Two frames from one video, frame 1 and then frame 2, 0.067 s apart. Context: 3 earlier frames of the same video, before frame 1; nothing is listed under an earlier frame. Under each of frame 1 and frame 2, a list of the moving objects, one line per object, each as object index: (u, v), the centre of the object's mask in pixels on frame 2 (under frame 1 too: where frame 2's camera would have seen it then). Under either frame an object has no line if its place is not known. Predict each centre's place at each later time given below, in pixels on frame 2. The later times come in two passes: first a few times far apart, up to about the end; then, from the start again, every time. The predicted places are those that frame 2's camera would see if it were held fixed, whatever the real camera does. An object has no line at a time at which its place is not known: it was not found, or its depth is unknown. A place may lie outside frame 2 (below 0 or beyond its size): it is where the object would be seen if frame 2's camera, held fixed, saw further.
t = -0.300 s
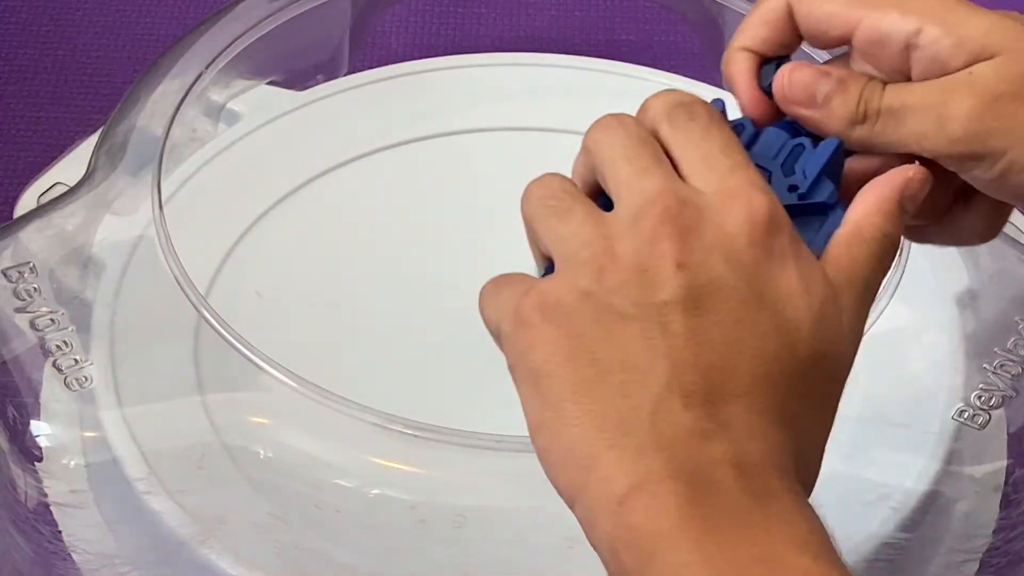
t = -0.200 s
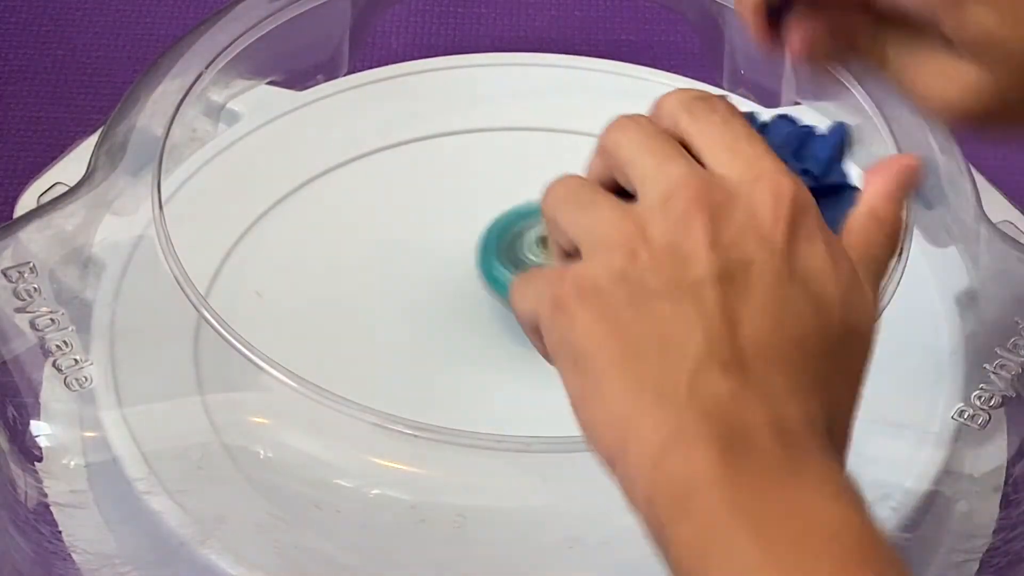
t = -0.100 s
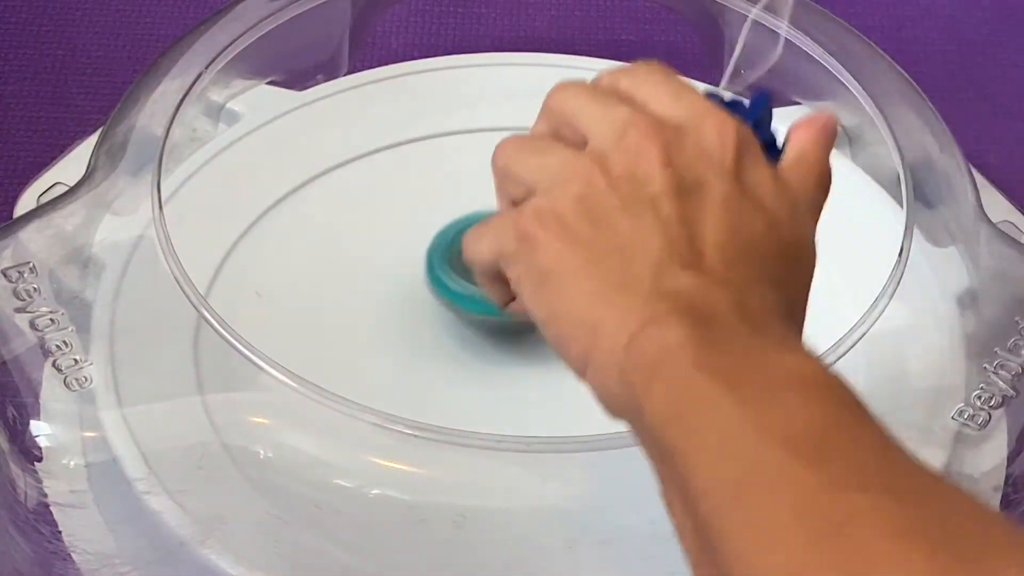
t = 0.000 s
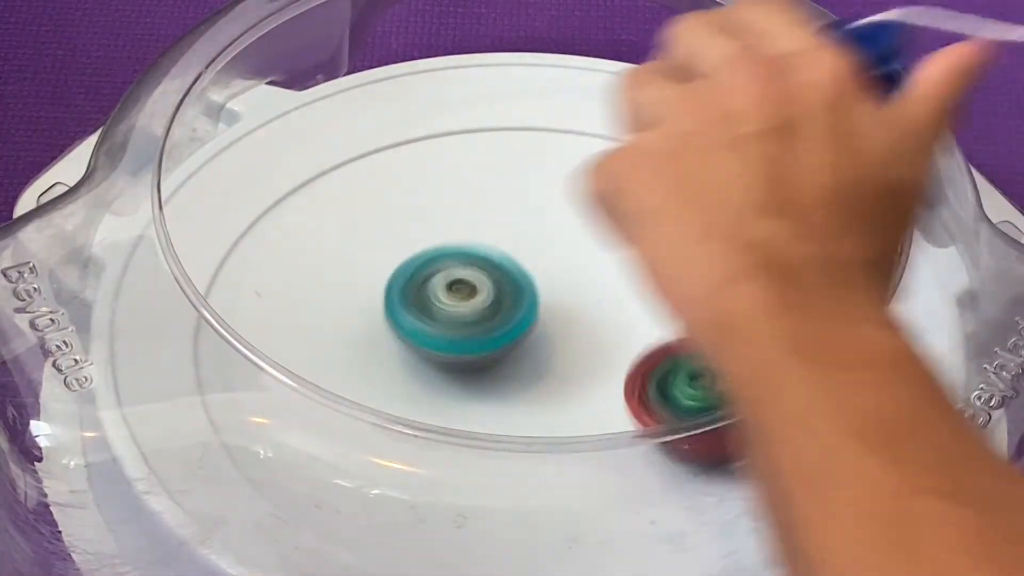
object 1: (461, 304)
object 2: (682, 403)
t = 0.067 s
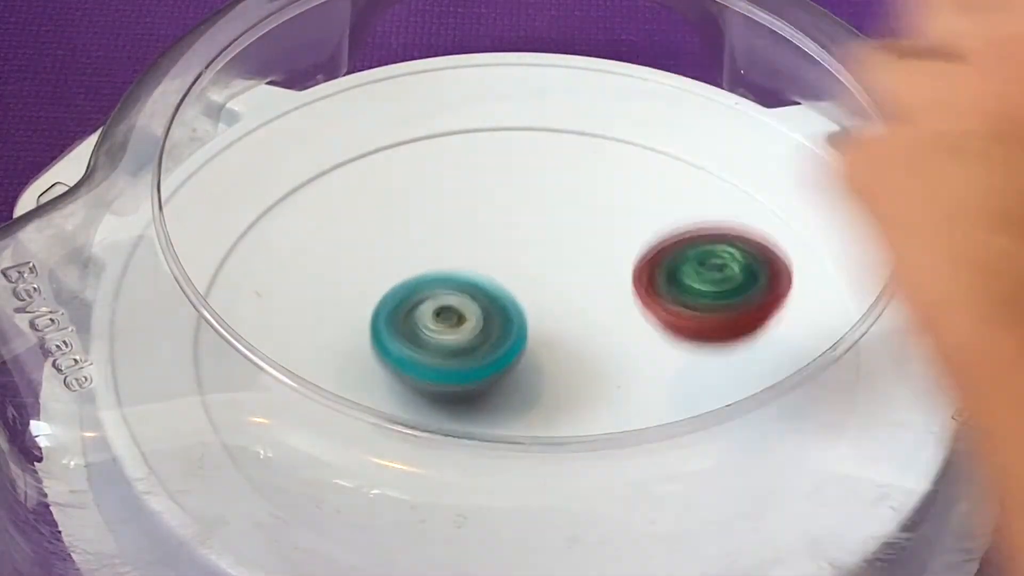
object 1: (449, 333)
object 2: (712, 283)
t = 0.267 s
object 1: (503, 391)
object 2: (631, 187)
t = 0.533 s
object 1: (601, 326)
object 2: (330, 205)
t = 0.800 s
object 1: (508, 280)
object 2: (309, 445)
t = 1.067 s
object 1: (467, 369)
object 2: (759, 466)
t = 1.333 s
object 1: (601, 369)
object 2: (694, 128)
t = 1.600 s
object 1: (550, 271)
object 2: (212, 262)
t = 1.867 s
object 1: (416, 317)
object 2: (703, 499)
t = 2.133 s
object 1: (568, 375)
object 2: (736, 145)
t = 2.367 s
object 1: (621, 281)
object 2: (229, 219)
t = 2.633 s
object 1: (454, 269)
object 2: (723, 488)
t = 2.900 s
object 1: (498, 387)
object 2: (713, 175)
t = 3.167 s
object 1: (663, 342)
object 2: (253, 185)
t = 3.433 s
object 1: (528, 255)
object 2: (442, 517)
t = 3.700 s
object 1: (458, 370)
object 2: (842, 323)
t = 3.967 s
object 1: (658, 373)
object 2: (504, 90)
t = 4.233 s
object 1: (557, 257)
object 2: (214, 388)
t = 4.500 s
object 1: (409, 362)
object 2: (720, 493)
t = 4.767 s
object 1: (612, 392)
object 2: (771, 171)
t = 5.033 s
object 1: (551, 270)
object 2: (256, 177)
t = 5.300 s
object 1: (411, 345)
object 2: (573, 522)
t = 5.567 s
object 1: (559, 365)
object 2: (807, 289)
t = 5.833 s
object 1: (524, 331)
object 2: (444, 183)
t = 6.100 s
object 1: (485, 308)
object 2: (226, 398)
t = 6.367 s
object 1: (531, 360)
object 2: (622, 501)
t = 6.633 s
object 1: (523, 311)
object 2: (706, 231)
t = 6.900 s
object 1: (564, 345)
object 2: (369, 134)
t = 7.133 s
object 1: (495, 351)
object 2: (262, 331)
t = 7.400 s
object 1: (507, 310)
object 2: (632, 454)
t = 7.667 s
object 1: (531, 361)
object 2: (759, 215)
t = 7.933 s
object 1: (505, 341)
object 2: (446, 168)
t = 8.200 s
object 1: (545, 321)
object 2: (378, 403)
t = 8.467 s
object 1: (516, 363)
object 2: (718, 448)
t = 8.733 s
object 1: (492, 312)
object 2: (701, 252)
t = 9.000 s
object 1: (509, 335)
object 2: (483, 178)
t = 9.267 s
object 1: (506, 352)
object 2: (357, 304)
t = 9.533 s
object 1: (544, 333)
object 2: (462, 418)
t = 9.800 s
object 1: (565, 298)
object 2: (655, 408)
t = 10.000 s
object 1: (518, 296)
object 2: (697, 311)
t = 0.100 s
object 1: (448, 350)
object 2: (713, 255)
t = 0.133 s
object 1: (454, 365)
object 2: (712, 249)
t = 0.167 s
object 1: (464, 376)
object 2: (708, 265)
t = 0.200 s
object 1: (476, 383)
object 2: (697, 272)
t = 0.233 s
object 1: (490, 389)
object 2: (664, 217)
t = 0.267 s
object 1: (503, 391)
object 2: (631, 187)
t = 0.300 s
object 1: (517, 391)
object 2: (598, 177)
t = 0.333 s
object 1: (532, 391)
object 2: (564, 187)
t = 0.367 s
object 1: (549, 387)
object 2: (525, 168)
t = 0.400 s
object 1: (564, 380)
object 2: (484, 156)
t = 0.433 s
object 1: (578, 371)
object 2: (442, 165)
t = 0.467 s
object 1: (589, 356)
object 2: (402, 177)
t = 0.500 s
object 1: (598, 341)
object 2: (366, 183)
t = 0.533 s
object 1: (601, 326)
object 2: (330, 205)
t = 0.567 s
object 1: (598, 311)
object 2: (304, 215)
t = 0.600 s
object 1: (591, 298)
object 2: (278, 247)
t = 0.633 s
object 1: (581, 288)
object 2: (264, 270)
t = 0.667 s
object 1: (566, 280)
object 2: (266, 296)
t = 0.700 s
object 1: (551, 275)
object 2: (255, 331)
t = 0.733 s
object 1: (535, 273)
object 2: (258, 369)
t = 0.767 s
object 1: (521, 275)
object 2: (282, 407)
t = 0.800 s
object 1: (508, 280)
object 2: (309, 445)
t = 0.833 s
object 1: (497, 286)
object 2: (357, 468)
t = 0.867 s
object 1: (488, 296)
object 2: (408, 498)
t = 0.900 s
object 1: (483, 305)
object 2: (462, 511)
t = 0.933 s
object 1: (477, 316)
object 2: (525, 518)
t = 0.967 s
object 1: (470, 329)
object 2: (587, 518)
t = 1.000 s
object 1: (466, 342)
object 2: (650, 511)
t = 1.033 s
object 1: (464, 356)
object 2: (707, 491)
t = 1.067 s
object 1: (467, 369)
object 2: (759, 466)
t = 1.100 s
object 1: (476, 377)
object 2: (807, 433)
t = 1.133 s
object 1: (489, 383)
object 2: (823, 381)
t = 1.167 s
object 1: (506, 388)
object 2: (830, 332)
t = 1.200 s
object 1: (525, 390)
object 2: (818, 282)
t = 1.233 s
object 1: (546, 390)
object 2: (812, 240)
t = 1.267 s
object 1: (567, 386)
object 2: (783, 198)
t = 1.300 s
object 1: (586, 378)
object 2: (743, 158)
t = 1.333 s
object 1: (601, 369)
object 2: (694, 128)
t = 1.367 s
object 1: (611, 354)
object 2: (640, 104)
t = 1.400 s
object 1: (615, 337)
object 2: (576, 88)
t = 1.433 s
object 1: (616, 322)
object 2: (506, 87)
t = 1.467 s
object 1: (610, 307)
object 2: (433, 93)
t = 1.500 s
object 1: (600, 293)
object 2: (360, 117)
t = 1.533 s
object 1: (587, 282)
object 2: (296, 149)
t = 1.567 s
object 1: (571, 276)
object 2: (239, 201)
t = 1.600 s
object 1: (550, 271)
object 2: (212, 262)
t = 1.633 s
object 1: (525, 268)
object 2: (204, 331)
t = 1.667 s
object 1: (499, 268)
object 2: (231, 399)
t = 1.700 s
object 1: (472, 272)
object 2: (292, 458)
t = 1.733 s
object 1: (451, 278)
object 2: (363, 496)
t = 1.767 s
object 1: (434, 287)
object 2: (450, 519)
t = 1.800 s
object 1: (424, 296)
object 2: (543, 523)
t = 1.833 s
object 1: (418, 305)
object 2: (627, 518)
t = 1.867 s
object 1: (416, 317)
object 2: (703, 499)
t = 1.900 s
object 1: (420, 329)
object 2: (765, 469)
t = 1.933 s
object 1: (429, 343)
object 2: (815, 425)
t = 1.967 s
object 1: (443, 356)
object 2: (842, 379)
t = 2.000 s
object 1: (463, 367)
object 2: (852, 324)
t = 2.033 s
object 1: (488, 374)
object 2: (832, 272)
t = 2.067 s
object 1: (515, 378)
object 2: (825, 229)
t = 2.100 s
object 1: (542, 379)
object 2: (790, 183)
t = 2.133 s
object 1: (568, 375)
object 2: (736, 145)
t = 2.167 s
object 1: (591, 368)
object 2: (675, 114)
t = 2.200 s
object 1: (610, 357)
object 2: (597, 94)
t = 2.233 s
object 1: (624, 342)
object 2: (518, 86)
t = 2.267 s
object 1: (632, 326)
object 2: (433, 94)
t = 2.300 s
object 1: (633, 309)
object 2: (351, 118)
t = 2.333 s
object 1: (630, 294)
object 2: (278, 159)
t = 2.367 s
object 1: (621, 281)
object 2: (229, 219)
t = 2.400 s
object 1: (610, 272)
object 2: (202, 289)
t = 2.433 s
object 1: (594, 264)
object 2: (216, 368)
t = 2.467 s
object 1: (576, 259)
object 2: (269, 442)
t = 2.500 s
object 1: (555, 257)
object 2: (359, 493)
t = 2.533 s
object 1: (529, 256)
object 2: (456, 520)
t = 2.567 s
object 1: (502, 256)
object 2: (556, 524)
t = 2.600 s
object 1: (477, 261)
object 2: (645, 515)
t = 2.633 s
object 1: (454, 269)
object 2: (723, 488)
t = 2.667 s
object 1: (435, 281)
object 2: (782, 456)
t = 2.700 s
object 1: (423, 297)
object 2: (827, 419)
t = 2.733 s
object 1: (418, 314)
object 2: (840, 364)
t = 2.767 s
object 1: (419, 334)
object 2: (841, 321)
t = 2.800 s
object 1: (428, 353)
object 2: (821, 275)
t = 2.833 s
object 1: (445, 366)
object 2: (800, 240)
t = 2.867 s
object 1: (469, 378)
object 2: (760, 204)
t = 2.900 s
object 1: (498, 387)
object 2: (713, 175)
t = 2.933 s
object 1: (527, 390)
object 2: (653, 152)
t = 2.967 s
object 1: (559, 391)
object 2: (590, 137)
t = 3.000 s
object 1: (589, 388)
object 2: (524, 126)
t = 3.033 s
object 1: (616, 382)
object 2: (462, 123)
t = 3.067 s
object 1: (637, 375)
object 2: (400, 128)
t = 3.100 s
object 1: (653, 364)
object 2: (344, 138)
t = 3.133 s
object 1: (661, 355)
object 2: (296, 157)
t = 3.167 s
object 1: (663, 342)
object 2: (253, 185)
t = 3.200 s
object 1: (661, 328)
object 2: (229, 221)
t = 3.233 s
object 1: (655, 313)
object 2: (211, 272)
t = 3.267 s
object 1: (643, 299)
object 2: (202, 324)
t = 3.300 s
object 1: (627, 285)
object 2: (210, 383)
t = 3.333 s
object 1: (607, 273)
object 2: (253, 425)
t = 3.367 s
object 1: (583, 261)
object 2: (305, 465)
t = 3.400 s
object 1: (556, 256)
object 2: (373, 498)
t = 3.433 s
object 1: (528, 255)
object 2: (442, 517)
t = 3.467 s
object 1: (503, 259)
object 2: (519, 522)
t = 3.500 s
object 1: (480, 267)
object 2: (598, 522)
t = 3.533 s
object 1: (462, 280)
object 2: (668, 511)
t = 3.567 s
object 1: (448, 297)
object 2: (730, 486)
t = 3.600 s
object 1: (441, 314)
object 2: (782, 458)
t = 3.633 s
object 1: (439, 333)
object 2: (824, 425)
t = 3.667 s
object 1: (444, 354)
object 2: (838, 372)
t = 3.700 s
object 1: (458, 370)
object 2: (842, 323)
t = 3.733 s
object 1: (476, 381)
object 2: (824, 275)
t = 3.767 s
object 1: (501, 391)
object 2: (813, 237)
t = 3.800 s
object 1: (529, 396)
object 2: (778, 198)
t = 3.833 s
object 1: (557, 398)
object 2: (735, 163)
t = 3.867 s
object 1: (587, 397)
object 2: (685, 134)
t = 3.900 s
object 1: (614, 392)
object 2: (629, 114)
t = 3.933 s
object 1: (637, 384)
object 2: (568, 97)
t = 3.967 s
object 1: (658, 373)
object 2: (504, 90)
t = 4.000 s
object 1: (671, 359)
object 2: (439, 95)
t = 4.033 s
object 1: (675, 339)
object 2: (374, 115)
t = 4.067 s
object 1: (672, 318)
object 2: (312, 141)
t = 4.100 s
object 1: (660, 299)
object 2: (264, 178)
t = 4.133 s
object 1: (642, 283)
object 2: (229, 223)
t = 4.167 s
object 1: (617, 270)
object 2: (211, 275)
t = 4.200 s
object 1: (587, 261)
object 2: (202, 328)
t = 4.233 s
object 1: (557, 257)
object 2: (214, 388)
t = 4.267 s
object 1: (523, 258)
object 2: (256, 430)
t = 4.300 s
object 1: (491, 263)
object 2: (308, 467)
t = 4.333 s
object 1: (464, 273)
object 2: (368, 498)
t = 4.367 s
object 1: (439, 287)
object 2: (436, 517)
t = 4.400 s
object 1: (421, 304)
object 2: (510, 523)
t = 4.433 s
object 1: (409, 322)
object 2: (586, 522)
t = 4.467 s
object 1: (404, 344)
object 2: (657, 513)
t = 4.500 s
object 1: (409, 362)
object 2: (720, 493)
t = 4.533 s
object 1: (423, 376)
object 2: (774, 466)
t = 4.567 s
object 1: (444, 388)
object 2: (820, 433)
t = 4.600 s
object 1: (464, 410)
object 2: (840, 387)
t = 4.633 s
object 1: (495, 420)
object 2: (853, 344)
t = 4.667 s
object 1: (527, 426)
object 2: (846, 295)
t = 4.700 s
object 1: (562, 425)
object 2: (830, 253)
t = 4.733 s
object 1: (591, 412)
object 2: (808, 211)
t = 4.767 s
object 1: (612, 392)
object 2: (771, 171)
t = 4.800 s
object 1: (630, 381)
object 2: (729, 140)
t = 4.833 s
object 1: (639, 367)
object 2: (670, 115)
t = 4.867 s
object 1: (640, 345)
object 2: (606, 95)
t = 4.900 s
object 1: (634, 324)
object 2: (533, 87)
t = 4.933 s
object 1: (620, 305)
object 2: (458, 91)
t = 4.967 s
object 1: (601, 290)
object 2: (383, 106)
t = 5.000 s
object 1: (578, 278)
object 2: (315, 139)
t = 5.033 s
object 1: (551, 270)
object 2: (256, 177)
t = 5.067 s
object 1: (522, 266)
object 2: (228, 230)
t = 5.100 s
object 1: (493, 266)
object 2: (201, 297)
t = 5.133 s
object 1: (465, 270)
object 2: (215, 363)
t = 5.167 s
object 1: (443, 280)
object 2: (256, 428)
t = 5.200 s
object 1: (425, 292)
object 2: (325, 478)
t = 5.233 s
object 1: (413, 307)
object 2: (405, 511)
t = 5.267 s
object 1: (408, 325)
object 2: (492, 523)
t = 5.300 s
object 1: (411, 345)
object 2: (573, 522)
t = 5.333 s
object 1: (423, 360)
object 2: (650, 513)
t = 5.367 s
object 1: (442, 371)
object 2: (713, 492)
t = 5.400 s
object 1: (464, 379)
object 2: (764, 469)
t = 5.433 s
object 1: (488, 383)
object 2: (803, 441)
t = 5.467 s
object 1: (510, 383)
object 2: (825, 399)
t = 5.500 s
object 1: (530, 379)
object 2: (835, 364)
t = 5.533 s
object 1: (546, 374)
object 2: (827, 324)
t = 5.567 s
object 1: (559, 365)
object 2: (807, 289)
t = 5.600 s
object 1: (567, 357)
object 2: (786, 262)
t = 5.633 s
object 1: (571, 348)
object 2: (748, 234)
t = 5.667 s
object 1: (571, 343)
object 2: (702, 212)
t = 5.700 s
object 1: (569, 337)
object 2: (656, 195)
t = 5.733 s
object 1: (562, 335)
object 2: (604, 184)
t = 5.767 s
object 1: (551, 333)
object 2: (548, 177)
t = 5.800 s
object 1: (538, 333)
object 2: (494, 178)
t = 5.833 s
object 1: (524, 331)
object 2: (444, 183)
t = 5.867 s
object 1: (510, 330)
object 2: (394, 193)
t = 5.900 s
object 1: (495, 328)
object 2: (347, 208)
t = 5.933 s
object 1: (484, 324)
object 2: (306, 230)
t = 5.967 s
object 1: (475, 320)
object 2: (274, 255)
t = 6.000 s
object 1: (471, 314)
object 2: (256, 280)
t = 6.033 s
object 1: (472, 309)
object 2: (235, 316)
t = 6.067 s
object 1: (479, 306)
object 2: (228, 356)
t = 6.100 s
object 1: (485, 308)
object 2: (226, 398)
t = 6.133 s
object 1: (492, 312)
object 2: (253, 427)
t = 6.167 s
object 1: (499, 322)
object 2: (295, 456)
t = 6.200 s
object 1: (508, 330)
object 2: (338, 479)
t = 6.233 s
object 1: (516, 339)
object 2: (388, 499)
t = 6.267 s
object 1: (523, 346)
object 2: (449, 511)
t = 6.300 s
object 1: (529, 352)
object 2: (506, 514)
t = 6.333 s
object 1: (531, 357)
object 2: (564, 511)
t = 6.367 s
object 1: (531, 360)
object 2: (622, 501)
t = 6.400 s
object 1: (529, 361)
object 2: (669, 482)
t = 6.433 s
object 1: (523, 358)
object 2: (705, 445)
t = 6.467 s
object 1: (517, 353)
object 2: (731, 408)
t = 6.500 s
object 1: (512, 346)
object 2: (741, 368)
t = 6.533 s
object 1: (509, 338)
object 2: (746, 333)
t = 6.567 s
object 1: (511, 326)
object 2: (744, 297)
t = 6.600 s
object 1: (516, 314)
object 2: (729, 262)
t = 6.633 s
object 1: (523, 311)
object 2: (706, 231)
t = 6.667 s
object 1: (528, 309)
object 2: (675, 200)
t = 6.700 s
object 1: (533, 310)
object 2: (639, 177)
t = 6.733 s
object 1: (541, 314)
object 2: (600, 157)
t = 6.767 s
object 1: (548, 319)
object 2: (554, 141)
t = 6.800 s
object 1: (555, 324)
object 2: (509, 130)
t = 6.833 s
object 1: (561, 331)
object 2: (461, 124)
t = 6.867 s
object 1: (563, 338)
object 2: (412, 125)
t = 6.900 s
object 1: (564, 345)
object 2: (369, 134)
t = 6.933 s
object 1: (561, 352)
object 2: (329, 147)
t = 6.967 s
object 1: (554, 357)
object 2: (296, 169)
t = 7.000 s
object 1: (545, 361)
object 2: (268, 195)
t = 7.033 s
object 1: (532, 364)
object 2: (249, 225)
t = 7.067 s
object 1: (519, 362)
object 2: (247, 257)
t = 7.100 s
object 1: (507, 357)
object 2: (257, 288)
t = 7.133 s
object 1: (495, 351)
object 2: (262, 331)
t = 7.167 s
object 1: (487, 343)
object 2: (285, 365)
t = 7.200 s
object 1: (484, 332)
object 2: (317, 403)
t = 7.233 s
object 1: (483, 320)
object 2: (361, 429)
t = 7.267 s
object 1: (489, 312)
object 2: (408, 449)
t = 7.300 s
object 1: (496, 307)
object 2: (466, 461)
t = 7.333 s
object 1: (500, 305)
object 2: (521, 469)
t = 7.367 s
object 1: (504, 305)
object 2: (576, 463)
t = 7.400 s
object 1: (507, 310)
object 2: (632, 454)
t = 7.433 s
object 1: (508, 317)
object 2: (677, 438)
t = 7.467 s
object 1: (512, 326)
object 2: (717, 407)
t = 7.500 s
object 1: (517, 334)
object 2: (746, 378)
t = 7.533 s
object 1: (521, 341)
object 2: (763, 337)
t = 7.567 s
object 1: (525, 347)
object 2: (780, 311)
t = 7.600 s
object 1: (528, 353)
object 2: (786, 279)
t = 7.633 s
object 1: (531, 358)
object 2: (777, 246)
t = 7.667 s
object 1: (531, 361)
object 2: (759, 215)
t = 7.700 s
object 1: (530, 363)
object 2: (732, 187)
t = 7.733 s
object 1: (528, 365)
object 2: (700, 166)
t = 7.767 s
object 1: (525, 364)
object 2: (663, 150)
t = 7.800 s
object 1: (520, 361)
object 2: (621, 142)
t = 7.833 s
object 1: (516, 358)
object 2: (576, 138)
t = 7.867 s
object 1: (511, 353)
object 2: (529, 142)
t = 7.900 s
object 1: (508, 348)
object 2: (489, 151)
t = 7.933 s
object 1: (505, 341)
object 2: (446, 168)
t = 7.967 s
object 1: (503, 335)
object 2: (411, 189)
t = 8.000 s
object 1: (504, 329)
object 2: (379, 215)
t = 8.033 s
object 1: (507, 323)
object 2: (358, 245)
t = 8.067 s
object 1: (513, 318)
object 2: (342, 276)
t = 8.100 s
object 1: (520, 316)
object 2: (339, 310)
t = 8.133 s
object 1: (528, 316)
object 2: (344, 339)
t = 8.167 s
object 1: (537, 317)
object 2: (365, 363)
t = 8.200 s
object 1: (545, 321)
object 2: (378, 403)
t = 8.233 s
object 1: (551, 327)
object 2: (408, 436)
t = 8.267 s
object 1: (556, 333)
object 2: (444, 461)
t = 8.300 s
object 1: (556, 342)
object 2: (487, 489)
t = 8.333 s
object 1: (554, 349)
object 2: (536, 496)
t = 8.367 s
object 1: (547, 356)
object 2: (589, 496)
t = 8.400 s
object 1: (538, 360)
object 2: (635, 491)
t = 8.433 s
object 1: (527, 362)
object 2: (684, 477)
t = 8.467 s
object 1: (516, 363)
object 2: (718, 448)
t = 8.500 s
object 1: (504, 362)
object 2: (748, 421)
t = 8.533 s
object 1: (493, 356)
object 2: (762, 392)
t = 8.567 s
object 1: (485, 350)
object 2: (768, 357)
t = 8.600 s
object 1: (480, 342)
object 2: (764, 327)
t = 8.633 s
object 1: (478, 334)
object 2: (761, 305)
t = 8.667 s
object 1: (479, 326)
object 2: (746, 284)
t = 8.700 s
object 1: (484, 319)
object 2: (724, 265)
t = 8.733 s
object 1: (492, 312)
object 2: (701, 252)
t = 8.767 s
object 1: (502, 306)
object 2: (673, 240)
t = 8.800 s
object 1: (512, 304)
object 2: (642, 231)
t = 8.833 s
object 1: (517, 307)
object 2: (615, 216)
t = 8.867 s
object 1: (514, 312)
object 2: (594, 203)
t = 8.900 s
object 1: (512, 318)
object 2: (570, 193)
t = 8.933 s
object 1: (510, 324)
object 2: (540, 184)
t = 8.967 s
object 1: (509, 330)
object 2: (512, 179)
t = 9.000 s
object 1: (509, 335)
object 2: (483, 178)
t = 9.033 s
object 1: (509, 340)
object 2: (455, 181)
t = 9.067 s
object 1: (509, 344)
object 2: (430, 189)
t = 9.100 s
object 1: (509, 348)
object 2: (405, 201)
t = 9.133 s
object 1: (508, 351)
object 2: (385, 217)
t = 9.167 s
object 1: (507, 352)
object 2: (370, 236)
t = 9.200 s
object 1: (505, 353)
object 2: (361, 258)
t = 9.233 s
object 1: (505, 353)
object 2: (357, 281)
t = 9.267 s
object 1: (506, 352)
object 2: (357, 304)
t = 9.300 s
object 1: (516, 355)
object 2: (352, 323)
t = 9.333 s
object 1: (525, 356)
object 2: (353, 338)
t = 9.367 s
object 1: (531, 356)
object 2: (364, 352)
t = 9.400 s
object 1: (535, 354)
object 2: (378, 364)
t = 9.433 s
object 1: (538, 351)
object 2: (397, 375)
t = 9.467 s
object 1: (542, 347)
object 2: (415, 399)
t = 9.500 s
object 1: (544, 340)
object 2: (438, 410)
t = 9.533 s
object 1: (544, 333)
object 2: (462, 418)
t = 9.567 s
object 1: (549, 326)
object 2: (481, 432)
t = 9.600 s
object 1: (554, 317)
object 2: (502, 437)
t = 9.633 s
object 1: (559, 309)
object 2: (524, 454)
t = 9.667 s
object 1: (563, 304)
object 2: (557, 453)
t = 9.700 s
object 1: (565, 300)
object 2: (586, 452)
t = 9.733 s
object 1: (566, 298)
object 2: (612, 433)
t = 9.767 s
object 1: (566, 297)
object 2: (637, 427)
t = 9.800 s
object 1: (565, 298)
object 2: (655, 408)
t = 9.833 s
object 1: (563, 300)
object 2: (664, 382)
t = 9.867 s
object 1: (560, 303)
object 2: (676, 370)
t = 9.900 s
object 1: (552, 303)
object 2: (685, 357)
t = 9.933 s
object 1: (539, 299)
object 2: (696, 344)
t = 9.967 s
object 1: (527, 297)
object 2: (700, 328)
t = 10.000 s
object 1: (518, 296)
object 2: (697, 311)
